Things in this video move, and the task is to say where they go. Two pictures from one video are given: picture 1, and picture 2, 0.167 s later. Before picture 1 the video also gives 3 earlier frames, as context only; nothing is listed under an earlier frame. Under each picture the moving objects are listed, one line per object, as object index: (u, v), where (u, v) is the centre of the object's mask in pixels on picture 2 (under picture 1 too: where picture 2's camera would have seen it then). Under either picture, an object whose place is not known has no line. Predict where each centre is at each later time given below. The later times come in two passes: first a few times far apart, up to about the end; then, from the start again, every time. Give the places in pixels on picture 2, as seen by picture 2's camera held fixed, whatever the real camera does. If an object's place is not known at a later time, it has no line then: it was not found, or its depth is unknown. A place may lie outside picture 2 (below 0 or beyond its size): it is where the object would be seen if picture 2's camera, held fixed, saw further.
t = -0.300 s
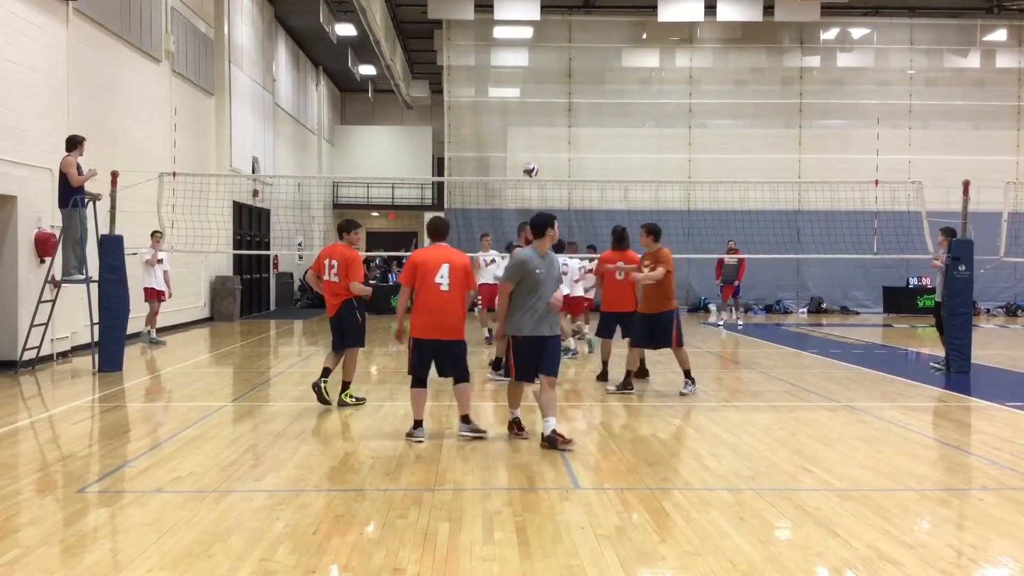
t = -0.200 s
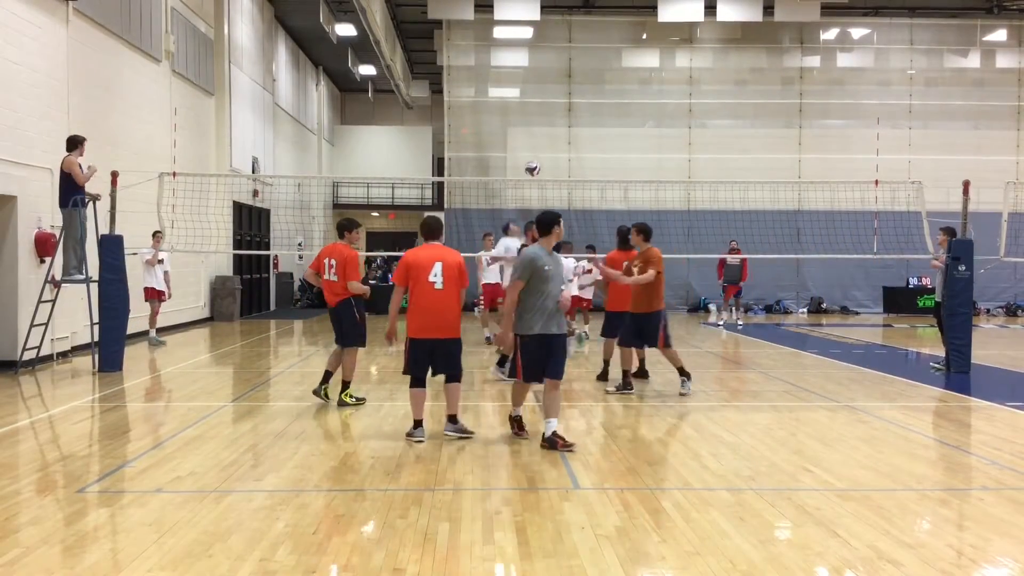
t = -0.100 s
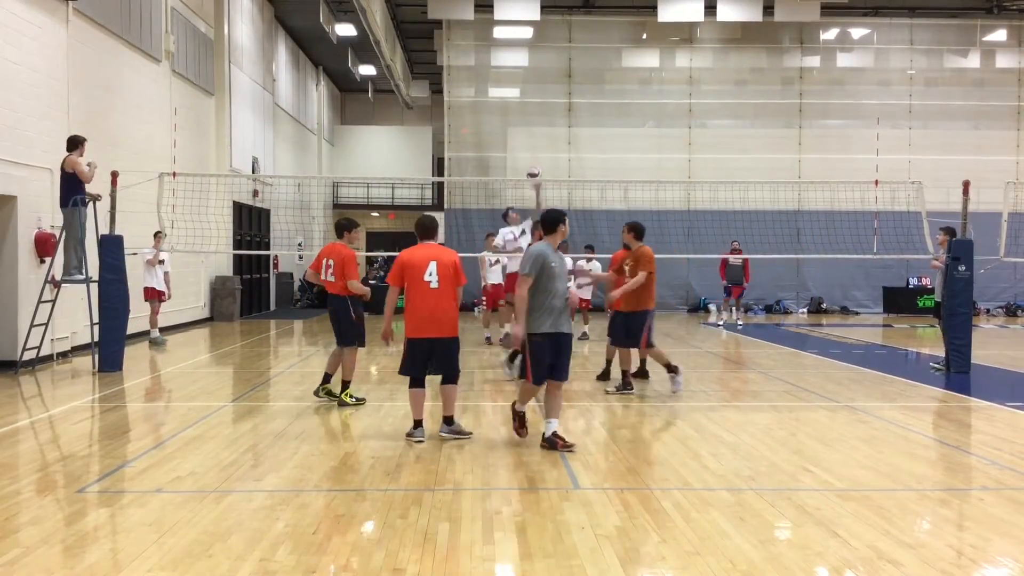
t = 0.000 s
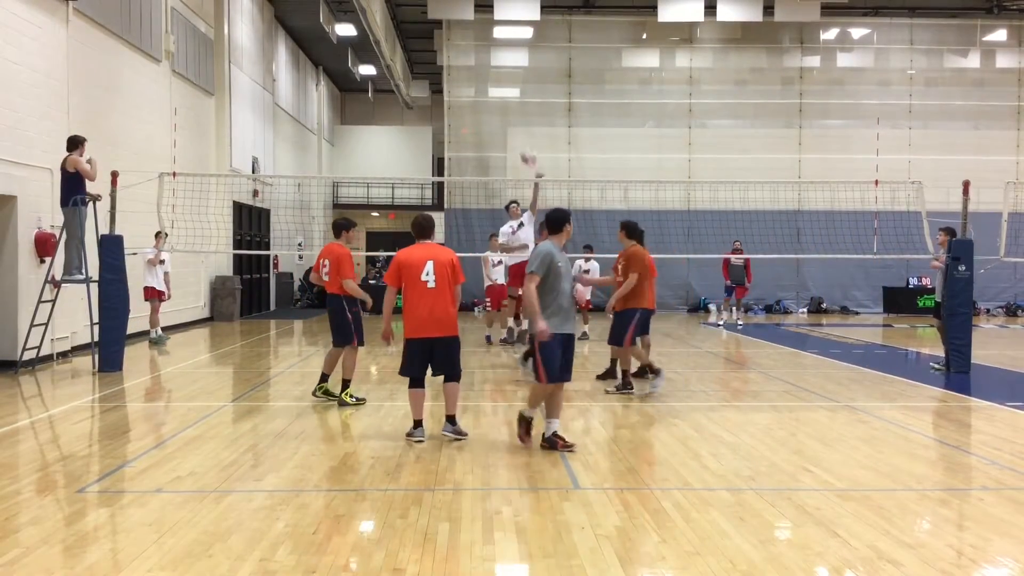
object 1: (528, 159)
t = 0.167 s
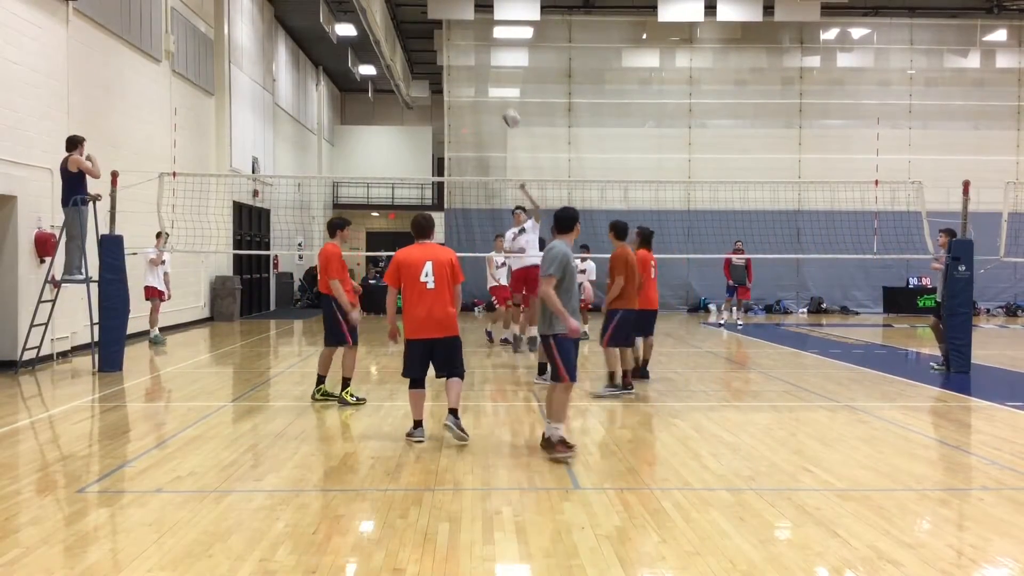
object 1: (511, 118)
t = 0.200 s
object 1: (507, 113)
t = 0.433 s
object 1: (479, 97)
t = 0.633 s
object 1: (451, 122)
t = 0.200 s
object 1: (507, 113)
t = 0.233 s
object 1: (504, 109)
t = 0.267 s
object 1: (500, 105)
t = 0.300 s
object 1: (495, 101)
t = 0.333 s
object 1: (493, 99)
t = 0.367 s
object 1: (487, 97)
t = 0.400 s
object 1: (484, 97)
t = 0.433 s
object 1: (479, 97)
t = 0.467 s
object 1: (475, 99)
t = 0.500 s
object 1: (470, 101)
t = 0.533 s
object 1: (466, 105)
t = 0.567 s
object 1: (461, 109)
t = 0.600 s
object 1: (457, 116)
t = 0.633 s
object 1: (451, 122)
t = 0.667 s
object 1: (447, 130)
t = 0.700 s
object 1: (442, 140)
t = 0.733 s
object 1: (435, 150)
